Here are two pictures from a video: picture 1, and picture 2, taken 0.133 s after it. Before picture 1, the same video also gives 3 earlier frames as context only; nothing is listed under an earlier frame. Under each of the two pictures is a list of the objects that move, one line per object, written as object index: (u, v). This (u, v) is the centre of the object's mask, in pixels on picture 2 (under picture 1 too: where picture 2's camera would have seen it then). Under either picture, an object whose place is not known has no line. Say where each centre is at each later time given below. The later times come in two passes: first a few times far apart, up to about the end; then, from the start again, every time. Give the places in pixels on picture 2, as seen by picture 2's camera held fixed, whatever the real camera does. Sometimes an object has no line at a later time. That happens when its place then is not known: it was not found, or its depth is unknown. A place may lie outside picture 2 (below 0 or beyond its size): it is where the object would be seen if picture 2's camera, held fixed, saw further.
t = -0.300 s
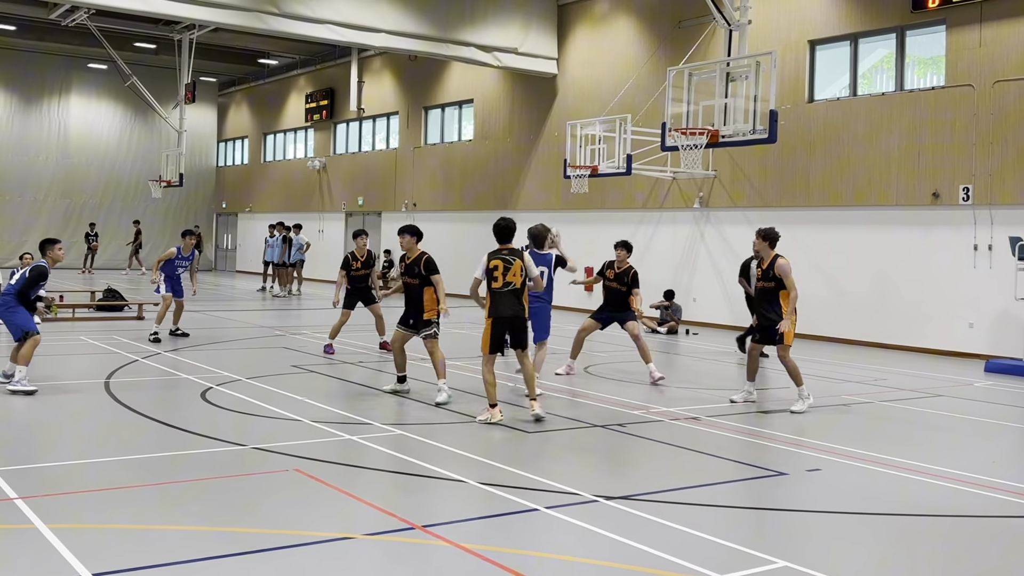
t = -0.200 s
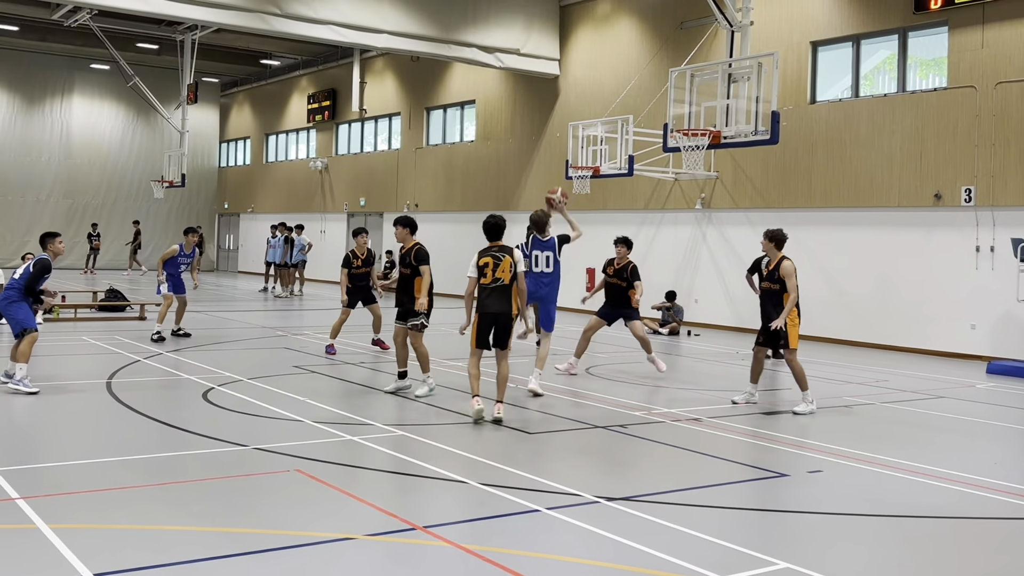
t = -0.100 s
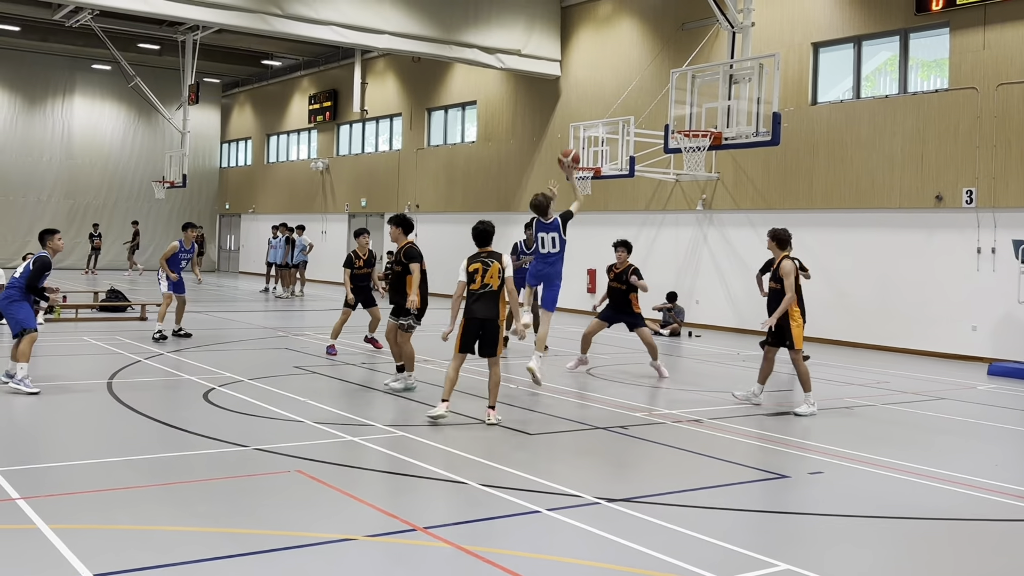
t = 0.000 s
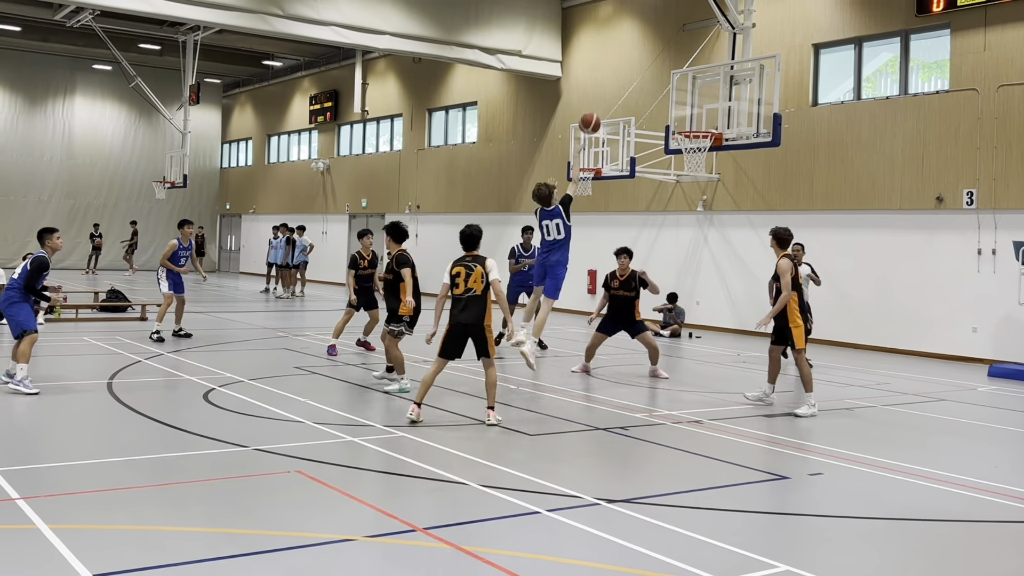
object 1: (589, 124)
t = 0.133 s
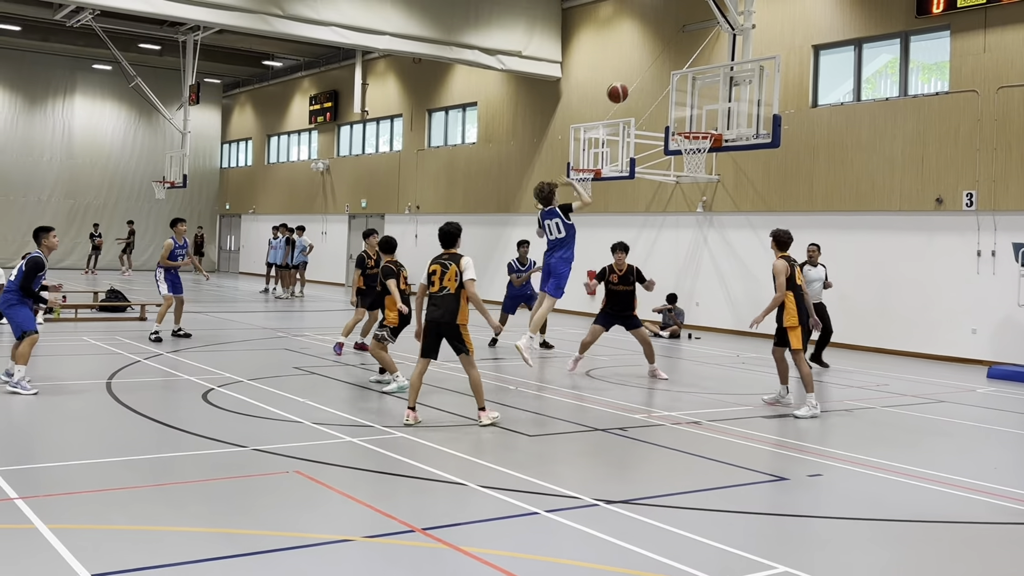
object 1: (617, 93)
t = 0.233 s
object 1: (637, 80)
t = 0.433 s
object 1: (671, 80)
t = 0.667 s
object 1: (707, 120)
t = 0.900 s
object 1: (708, 94)
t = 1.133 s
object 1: (699, 98)
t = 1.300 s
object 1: (692, 126)
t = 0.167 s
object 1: (624, 87)
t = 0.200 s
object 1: (630, 83)
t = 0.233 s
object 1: (637, 80)
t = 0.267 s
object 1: (643, 78)
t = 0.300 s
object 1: (649, 77)
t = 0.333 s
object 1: (654, 76)
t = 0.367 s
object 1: (660, 77)
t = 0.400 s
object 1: (666, 78)
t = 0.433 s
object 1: (671, 80)
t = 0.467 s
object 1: (676, 84)
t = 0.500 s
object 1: (682, 88)
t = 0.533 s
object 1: (687, 92)
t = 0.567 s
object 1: (692, 98)
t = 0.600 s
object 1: (697, 105)
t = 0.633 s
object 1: (702, 112)
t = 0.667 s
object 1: (707, 120)
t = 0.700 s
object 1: (711, 125)
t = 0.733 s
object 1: (711, 118)
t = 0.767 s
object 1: (712, 111)
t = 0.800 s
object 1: (712, 105)
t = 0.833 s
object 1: (711, 101)
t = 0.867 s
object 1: (709, 98)
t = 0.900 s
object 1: (708, 94)
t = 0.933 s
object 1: (707, 92)
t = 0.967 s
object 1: (706, 91)
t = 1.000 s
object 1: (705, 91)
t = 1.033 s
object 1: (704, 92)
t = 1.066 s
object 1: (702, 93)
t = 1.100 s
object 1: (701, 95)
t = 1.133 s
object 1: (699, 98)
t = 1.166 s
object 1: (698, 102)
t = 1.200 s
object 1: (697, 107)
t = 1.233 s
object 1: (695, 113)
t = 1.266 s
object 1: (693, 120)
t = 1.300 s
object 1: (692, 126)
